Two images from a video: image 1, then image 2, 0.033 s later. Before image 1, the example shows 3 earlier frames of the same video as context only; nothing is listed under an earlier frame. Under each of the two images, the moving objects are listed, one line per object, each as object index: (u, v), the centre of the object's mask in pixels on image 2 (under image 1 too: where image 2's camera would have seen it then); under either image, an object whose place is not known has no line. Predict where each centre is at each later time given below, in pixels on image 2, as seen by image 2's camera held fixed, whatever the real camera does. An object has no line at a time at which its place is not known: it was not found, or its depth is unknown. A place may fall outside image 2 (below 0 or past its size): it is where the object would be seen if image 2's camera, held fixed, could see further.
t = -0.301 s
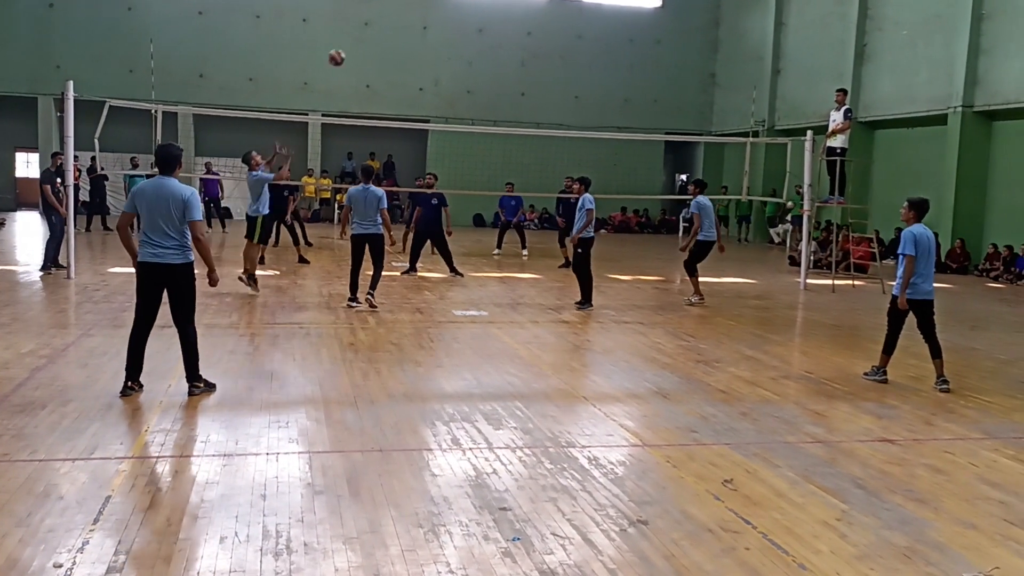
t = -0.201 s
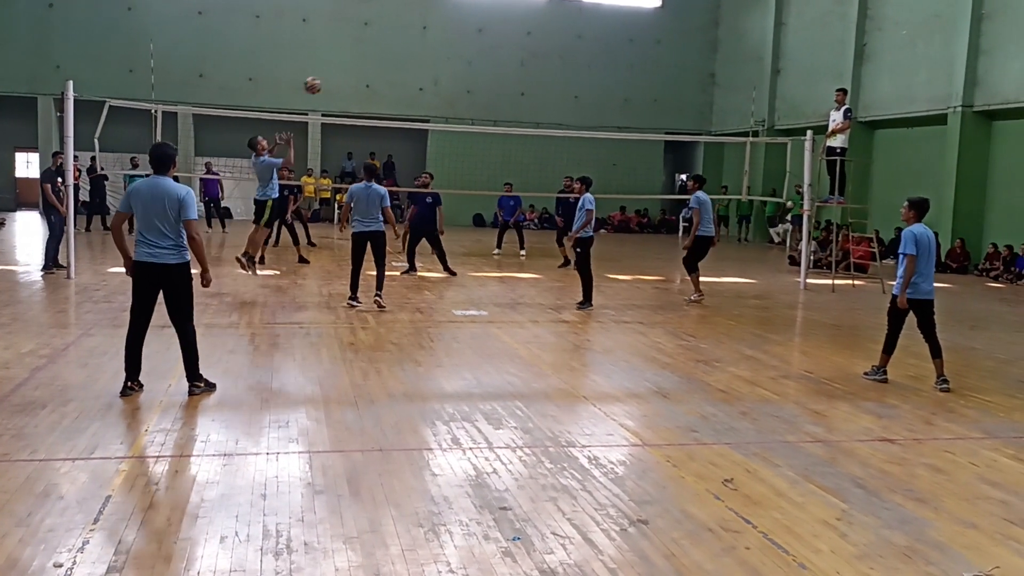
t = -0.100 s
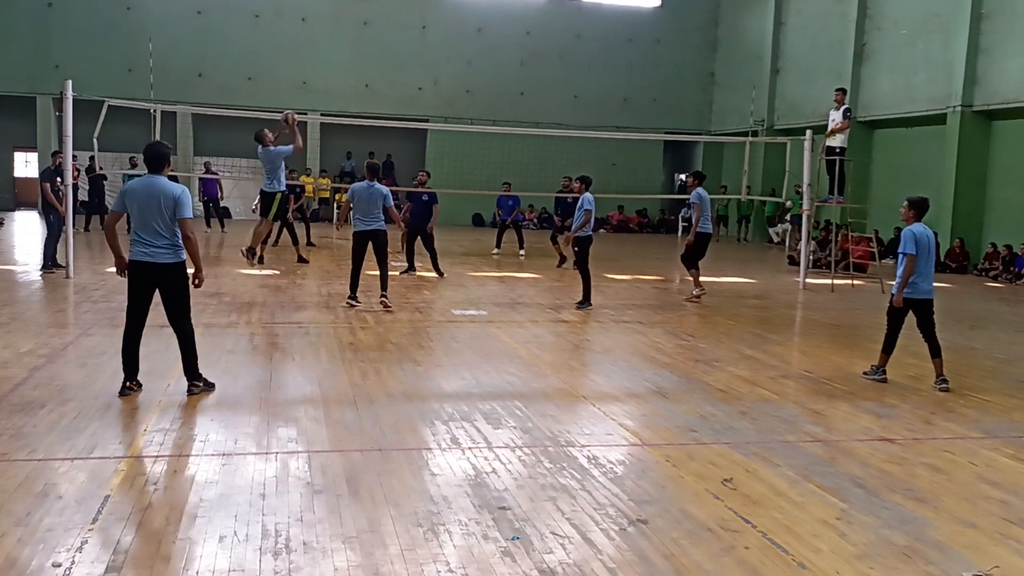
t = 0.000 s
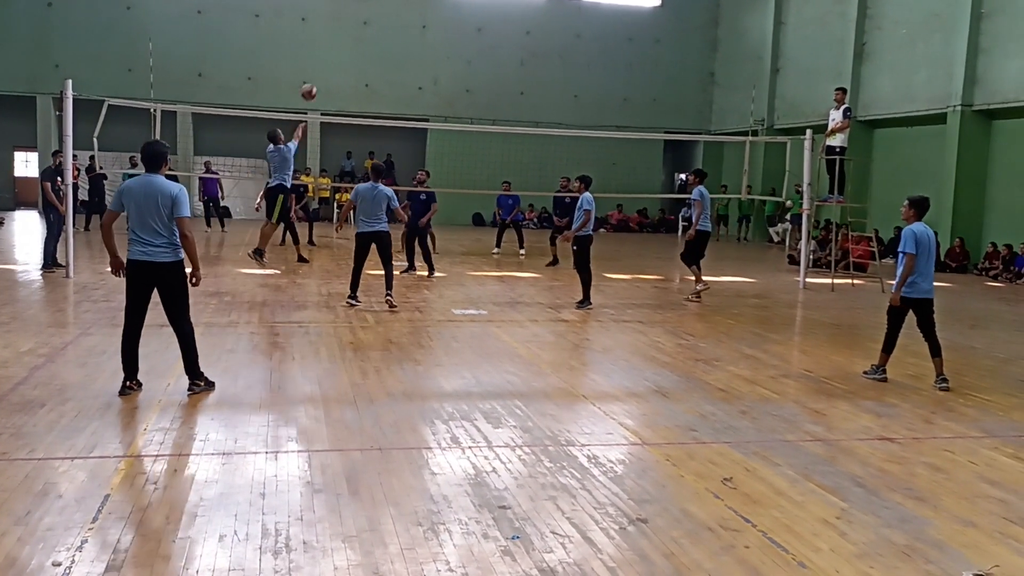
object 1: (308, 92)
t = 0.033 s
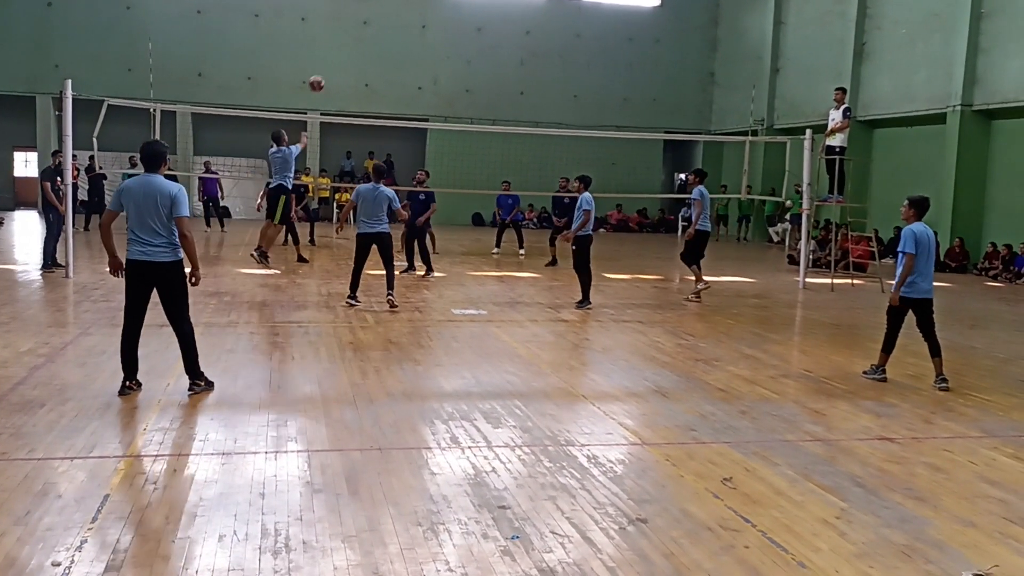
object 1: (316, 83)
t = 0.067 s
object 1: (324, 76)
